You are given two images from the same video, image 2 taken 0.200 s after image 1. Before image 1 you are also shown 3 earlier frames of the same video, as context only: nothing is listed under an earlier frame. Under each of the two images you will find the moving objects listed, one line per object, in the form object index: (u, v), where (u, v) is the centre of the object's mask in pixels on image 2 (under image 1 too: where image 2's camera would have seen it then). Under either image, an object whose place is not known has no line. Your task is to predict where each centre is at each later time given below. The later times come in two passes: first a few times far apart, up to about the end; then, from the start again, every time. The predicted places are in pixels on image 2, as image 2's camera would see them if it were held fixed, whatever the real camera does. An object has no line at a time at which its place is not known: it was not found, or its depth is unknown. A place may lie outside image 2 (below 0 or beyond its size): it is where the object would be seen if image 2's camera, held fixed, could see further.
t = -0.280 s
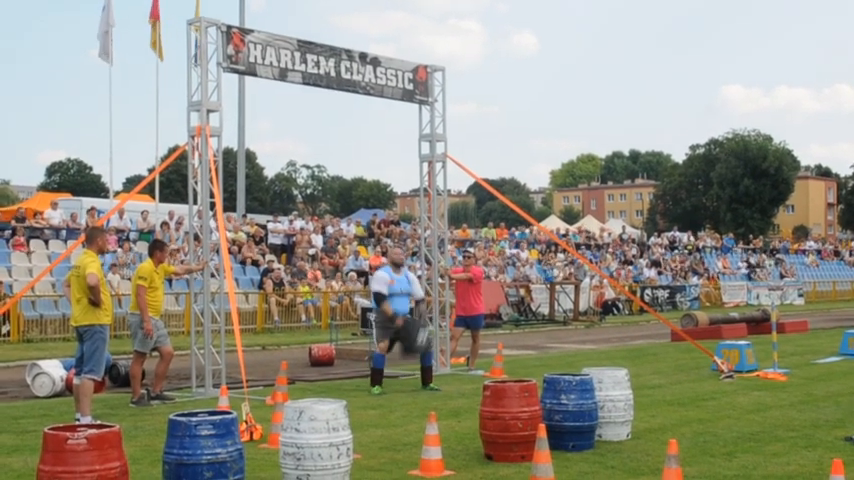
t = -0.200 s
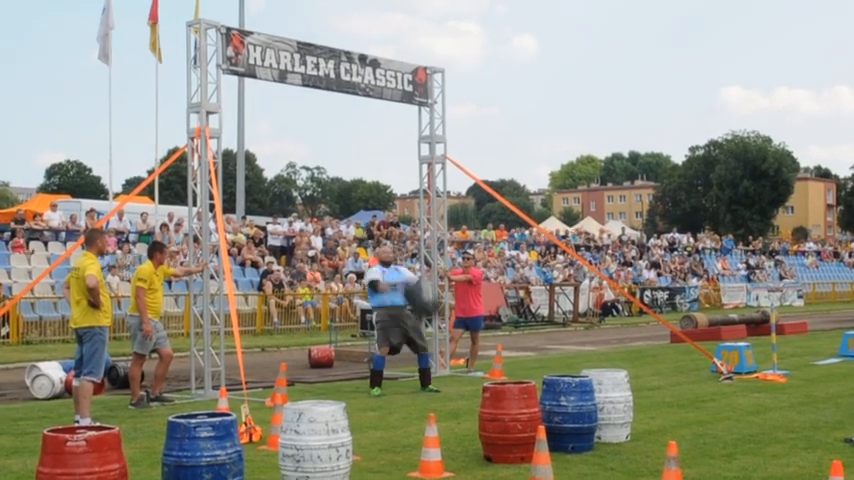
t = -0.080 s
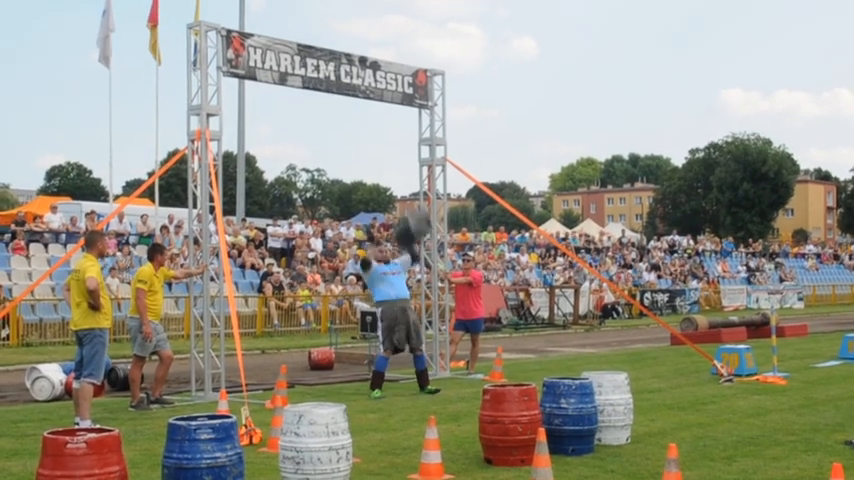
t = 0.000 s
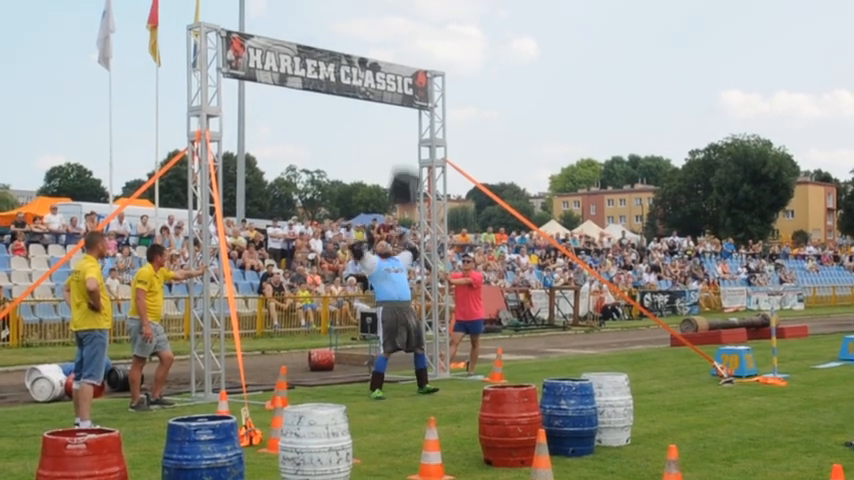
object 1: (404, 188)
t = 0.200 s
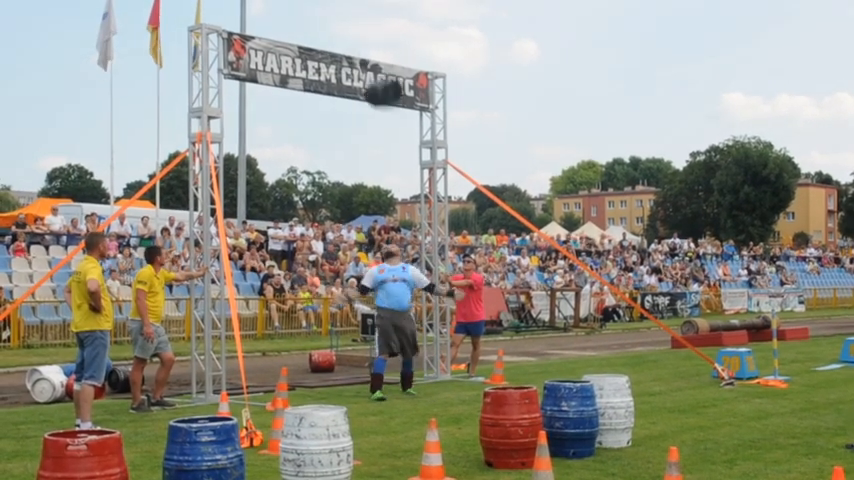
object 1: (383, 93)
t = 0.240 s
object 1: (378, 76)
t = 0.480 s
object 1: (344, 25)
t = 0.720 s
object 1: (319, 30)
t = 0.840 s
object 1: (308, 36)
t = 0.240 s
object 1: (378, 76)
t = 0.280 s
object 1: (373, 62)
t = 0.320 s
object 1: (368, 51)
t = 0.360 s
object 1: (361, 41)
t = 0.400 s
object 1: (356, 34)
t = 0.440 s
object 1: (350, 28)
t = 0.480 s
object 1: (344, 25)
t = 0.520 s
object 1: (339, 23)
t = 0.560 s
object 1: (335, 24)
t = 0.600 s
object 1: (331, 24)
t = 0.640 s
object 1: (327, 26)
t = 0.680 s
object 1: (324, 28)
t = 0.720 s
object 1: (319, 30)
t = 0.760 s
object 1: (317, 30)
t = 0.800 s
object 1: (312, 33)
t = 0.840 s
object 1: (308, 36)
